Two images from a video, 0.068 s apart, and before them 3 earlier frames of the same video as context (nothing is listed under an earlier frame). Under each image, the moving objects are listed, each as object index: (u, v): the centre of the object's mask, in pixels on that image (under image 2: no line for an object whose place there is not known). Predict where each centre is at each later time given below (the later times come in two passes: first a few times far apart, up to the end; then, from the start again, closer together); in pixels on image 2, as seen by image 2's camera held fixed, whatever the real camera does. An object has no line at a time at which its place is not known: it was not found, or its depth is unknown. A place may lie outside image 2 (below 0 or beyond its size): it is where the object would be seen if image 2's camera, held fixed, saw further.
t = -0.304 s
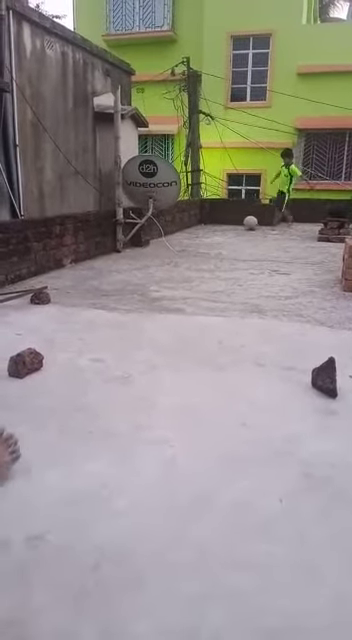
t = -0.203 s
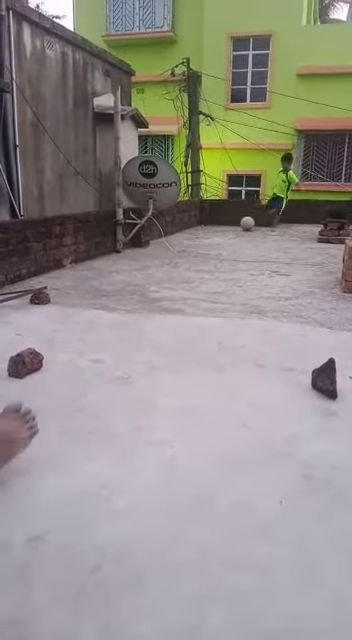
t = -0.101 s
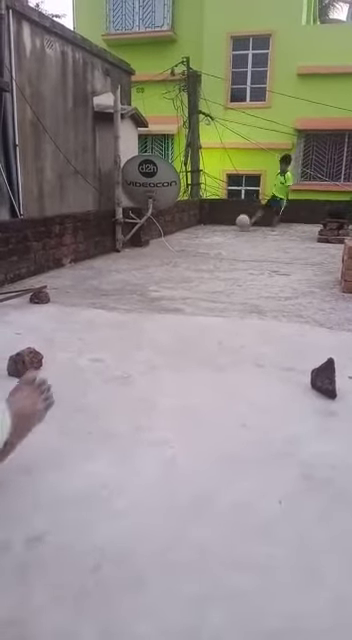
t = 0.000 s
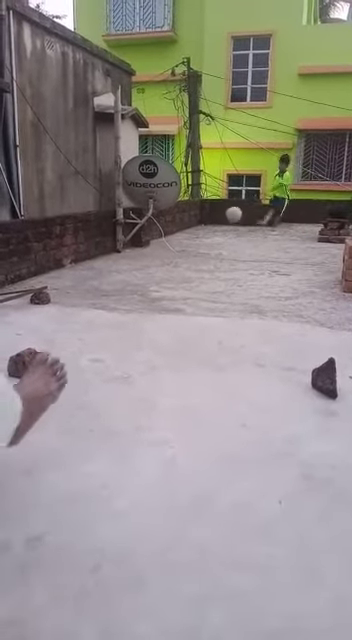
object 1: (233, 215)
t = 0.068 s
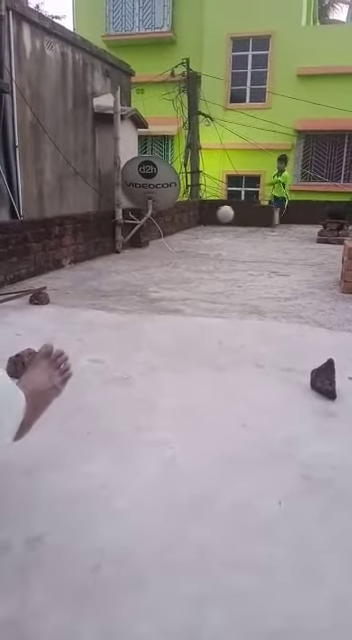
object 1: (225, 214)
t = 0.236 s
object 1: (201, 227)
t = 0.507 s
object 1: (156, 239)
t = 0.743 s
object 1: (110, 252)
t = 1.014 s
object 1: (33, 274)
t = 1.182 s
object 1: (-7, 265)
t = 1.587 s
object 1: (-14, 272)
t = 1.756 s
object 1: (-13, 273)
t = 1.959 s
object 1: (-5, 278)
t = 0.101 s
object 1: (221, 215)
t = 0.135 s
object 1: (216, 216)
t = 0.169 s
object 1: (211, 218)
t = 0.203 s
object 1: (206, 221)
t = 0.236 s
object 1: (201, 227)
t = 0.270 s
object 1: (193, 234)
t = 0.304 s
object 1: (185, 247)
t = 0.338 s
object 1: (182, 244)
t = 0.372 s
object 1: (177, 239)
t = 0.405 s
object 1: (172, 238)
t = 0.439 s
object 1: (167, 236)
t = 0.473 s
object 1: (162, 237)
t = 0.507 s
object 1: (156, 239)
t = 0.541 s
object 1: (150, 241)
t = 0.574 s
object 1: (145, 245)
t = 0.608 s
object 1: (138, 251)
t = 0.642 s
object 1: (131, 258)
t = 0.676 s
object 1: (124, 256)
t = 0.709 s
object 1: (118, 253)
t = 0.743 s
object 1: (110, 252)
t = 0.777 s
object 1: (102, 252)
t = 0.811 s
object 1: (94, 255)
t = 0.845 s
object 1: (84, 259)
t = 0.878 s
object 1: (76, 265)
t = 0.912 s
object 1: (67, 272)
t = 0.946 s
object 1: (56, 272)
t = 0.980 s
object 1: (44, 272)
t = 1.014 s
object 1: (33, 274)
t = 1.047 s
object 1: (21, 276)
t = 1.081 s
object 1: (9, 279)
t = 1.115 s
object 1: (2, 279)
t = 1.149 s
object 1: (-4, 275)
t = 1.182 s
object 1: (-7, 265)
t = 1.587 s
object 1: (-14, 272)
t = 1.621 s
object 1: (-15, 274)
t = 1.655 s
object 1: (-15, 275)
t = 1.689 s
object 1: (-15, 273)
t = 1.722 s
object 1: (-13, 273)
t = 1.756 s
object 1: (-13, 273)
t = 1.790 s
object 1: (-12, 274)
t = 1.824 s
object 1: (-10, 278)
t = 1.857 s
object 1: (-9, 281)
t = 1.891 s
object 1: (-8, 281)
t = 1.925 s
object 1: (-6, 279)
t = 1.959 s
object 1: (-5, 278)
